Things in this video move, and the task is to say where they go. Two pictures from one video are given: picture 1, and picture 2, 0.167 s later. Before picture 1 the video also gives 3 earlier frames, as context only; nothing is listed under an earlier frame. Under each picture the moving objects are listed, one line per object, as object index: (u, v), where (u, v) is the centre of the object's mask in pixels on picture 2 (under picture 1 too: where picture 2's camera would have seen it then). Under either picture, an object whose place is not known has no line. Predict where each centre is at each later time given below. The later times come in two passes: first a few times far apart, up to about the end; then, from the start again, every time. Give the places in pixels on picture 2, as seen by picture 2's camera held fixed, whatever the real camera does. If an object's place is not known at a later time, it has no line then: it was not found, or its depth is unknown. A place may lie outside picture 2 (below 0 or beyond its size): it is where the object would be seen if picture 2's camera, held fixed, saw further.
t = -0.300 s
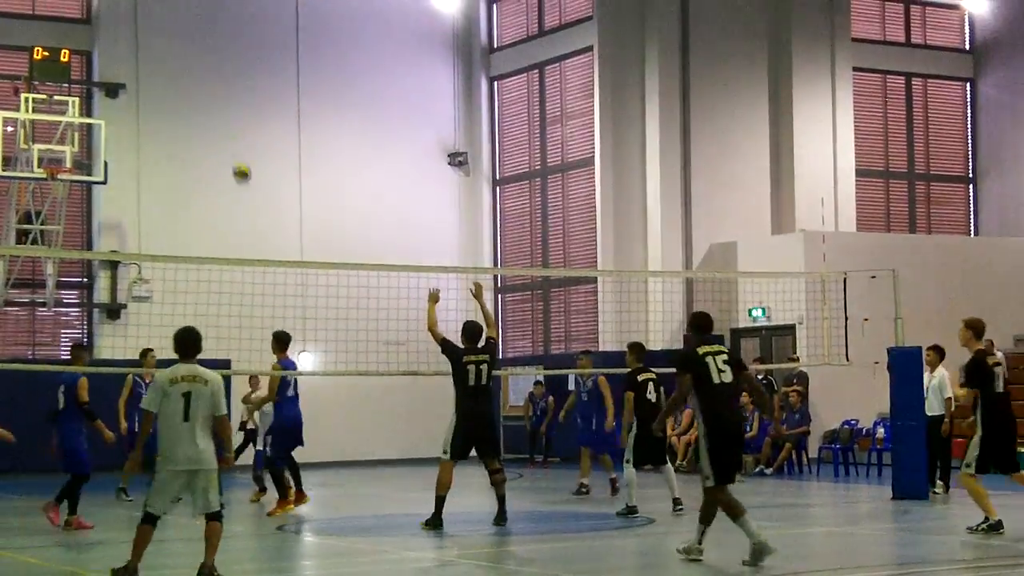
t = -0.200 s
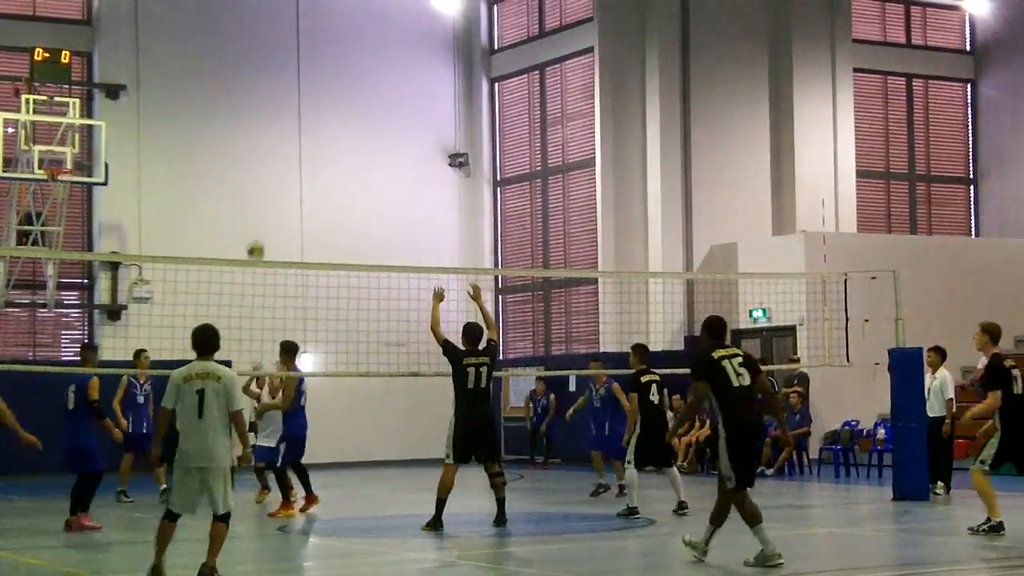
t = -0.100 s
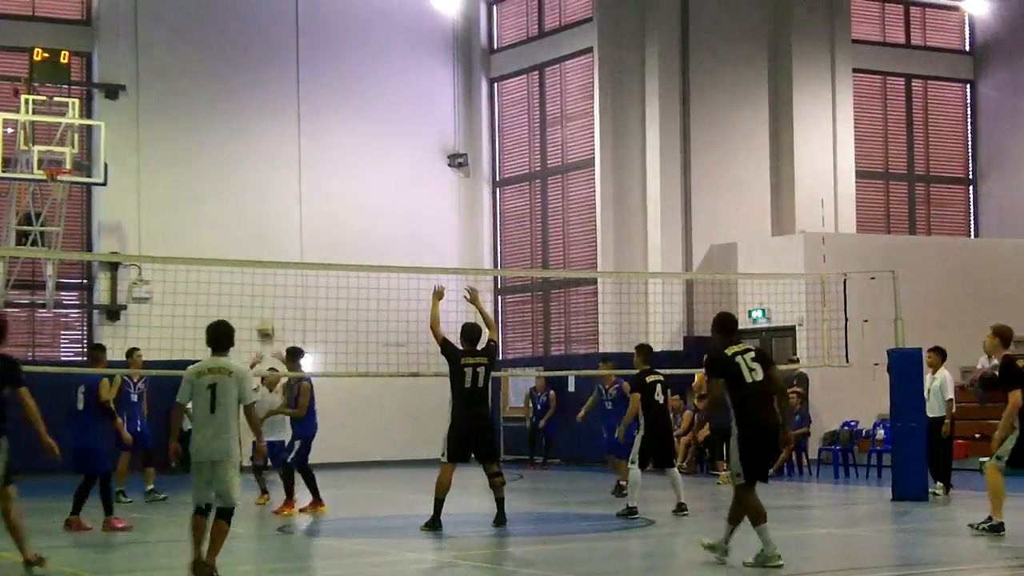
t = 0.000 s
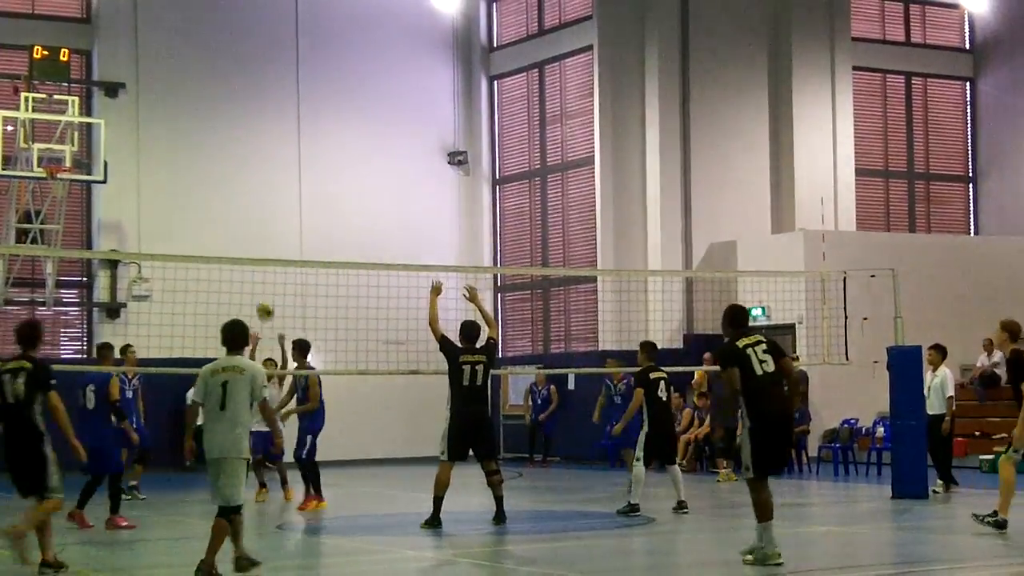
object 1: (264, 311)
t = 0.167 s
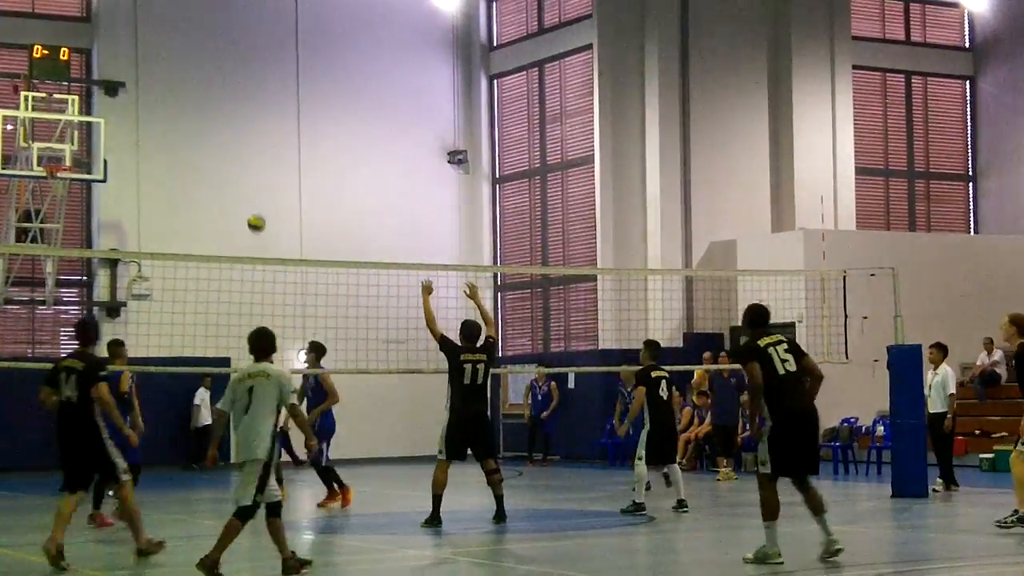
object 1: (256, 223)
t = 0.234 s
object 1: (251, 195)
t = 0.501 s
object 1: (233, 116)
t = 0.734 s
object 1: (216, 98)
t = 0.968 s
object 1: (198, 135)
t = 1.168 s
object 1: (179, 212)
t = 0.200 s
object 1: (254, 208)
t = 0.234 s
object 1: (251, 195)
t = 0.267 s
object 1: (249, 182)
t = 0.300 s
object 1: (247, 169)
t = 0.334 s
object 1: (245, 158)
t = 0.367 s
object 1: (242, 148)
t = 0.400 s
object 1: (240, 138)
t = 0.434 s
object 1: (238, 130)
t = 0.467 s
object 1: (235, 122)
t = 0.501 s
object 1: (233, 116)
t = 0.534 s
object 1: (231, 110)
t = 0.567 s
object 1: (228, 106)
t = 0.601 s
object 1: (226, 102)
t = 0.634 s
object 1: (223, 100)
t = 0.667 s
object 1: (221, 98)
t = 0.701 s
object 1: (219, 98)
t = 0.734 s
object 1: (216, 98)
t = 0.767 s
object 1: (213, 100)
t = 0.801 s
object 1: (211, 103)
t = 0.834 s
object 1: (208, 107)
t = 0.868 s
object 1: (206, 112)
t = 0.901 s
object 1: (203, 119)
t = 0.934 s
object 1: (200, 126)
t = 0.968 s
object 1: (198, 135)
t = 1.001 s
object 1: (195, 145)
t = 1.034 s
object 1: (191, 155)
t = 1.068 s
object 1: (188, 167)
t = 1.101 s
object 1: (185, 181)
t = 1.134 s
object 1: (182, 196)
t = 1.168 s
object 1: (179, 212)
